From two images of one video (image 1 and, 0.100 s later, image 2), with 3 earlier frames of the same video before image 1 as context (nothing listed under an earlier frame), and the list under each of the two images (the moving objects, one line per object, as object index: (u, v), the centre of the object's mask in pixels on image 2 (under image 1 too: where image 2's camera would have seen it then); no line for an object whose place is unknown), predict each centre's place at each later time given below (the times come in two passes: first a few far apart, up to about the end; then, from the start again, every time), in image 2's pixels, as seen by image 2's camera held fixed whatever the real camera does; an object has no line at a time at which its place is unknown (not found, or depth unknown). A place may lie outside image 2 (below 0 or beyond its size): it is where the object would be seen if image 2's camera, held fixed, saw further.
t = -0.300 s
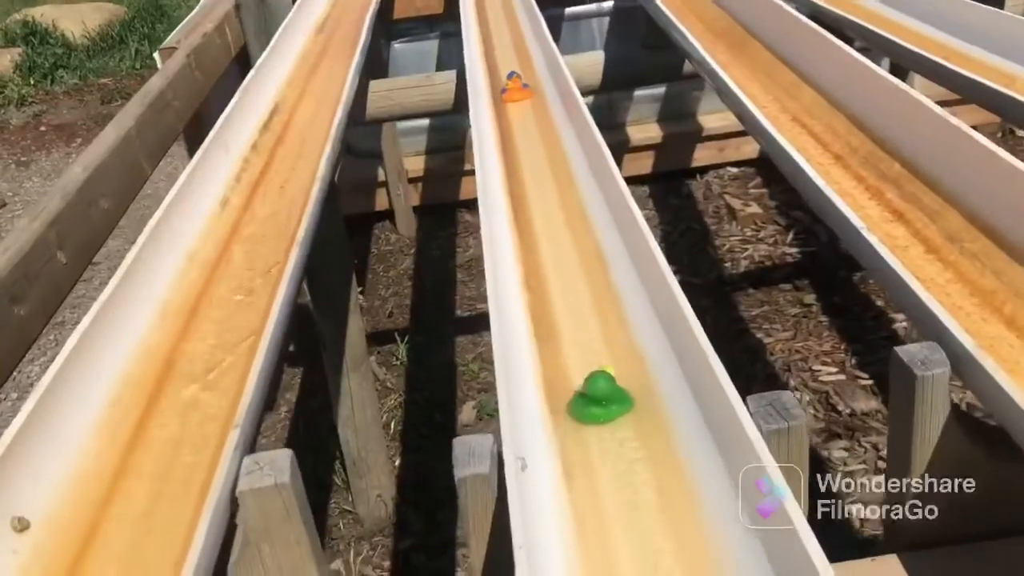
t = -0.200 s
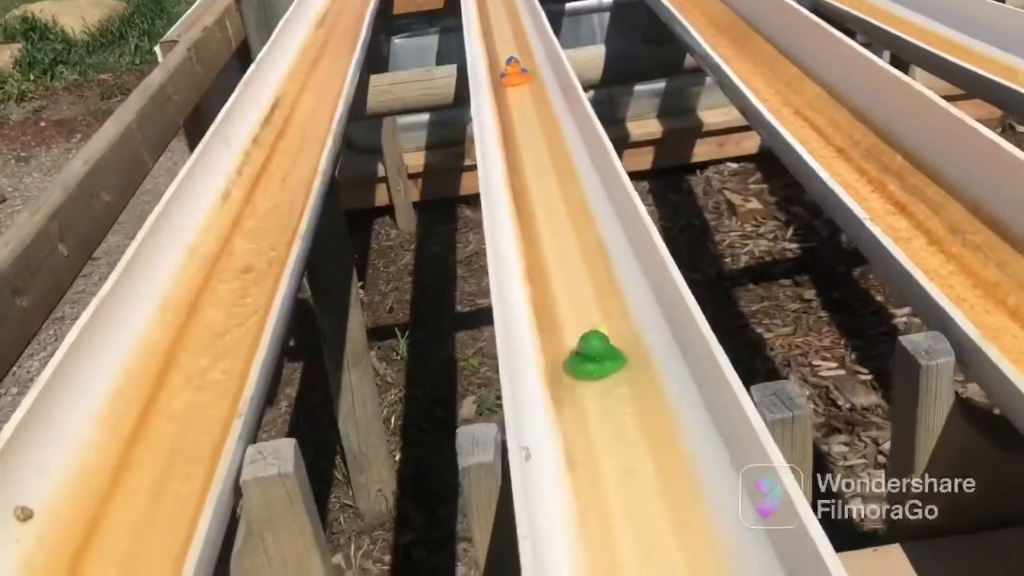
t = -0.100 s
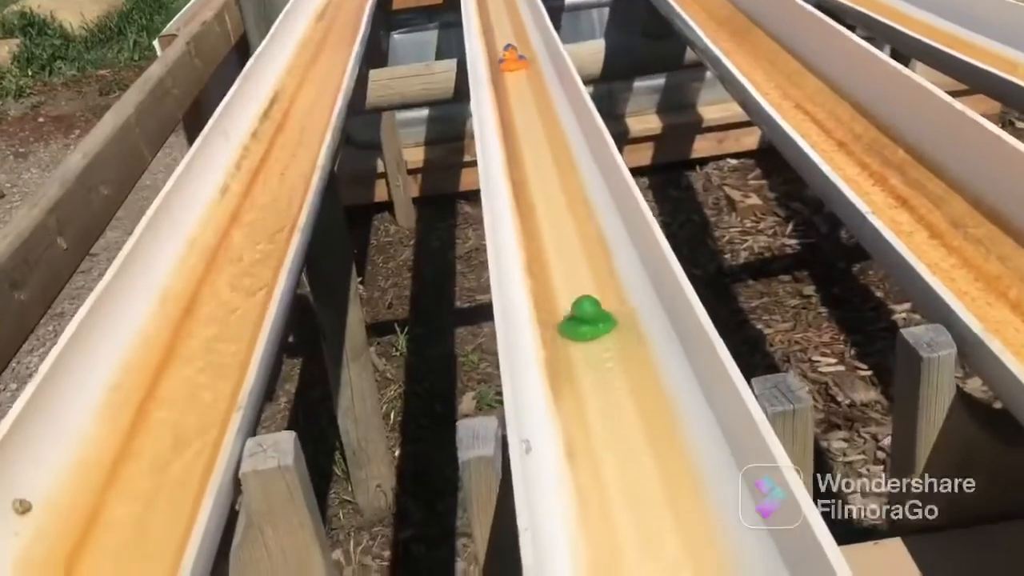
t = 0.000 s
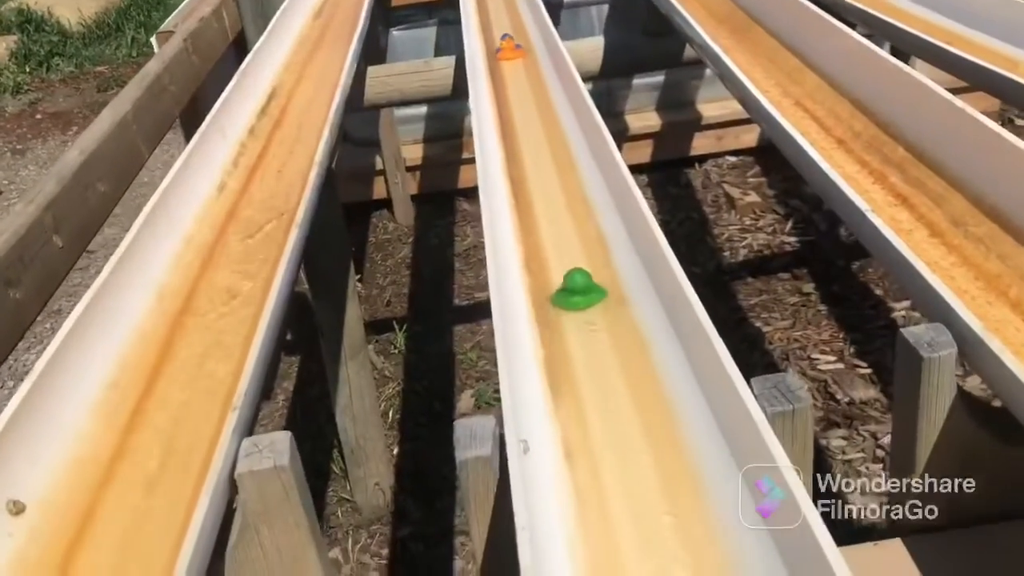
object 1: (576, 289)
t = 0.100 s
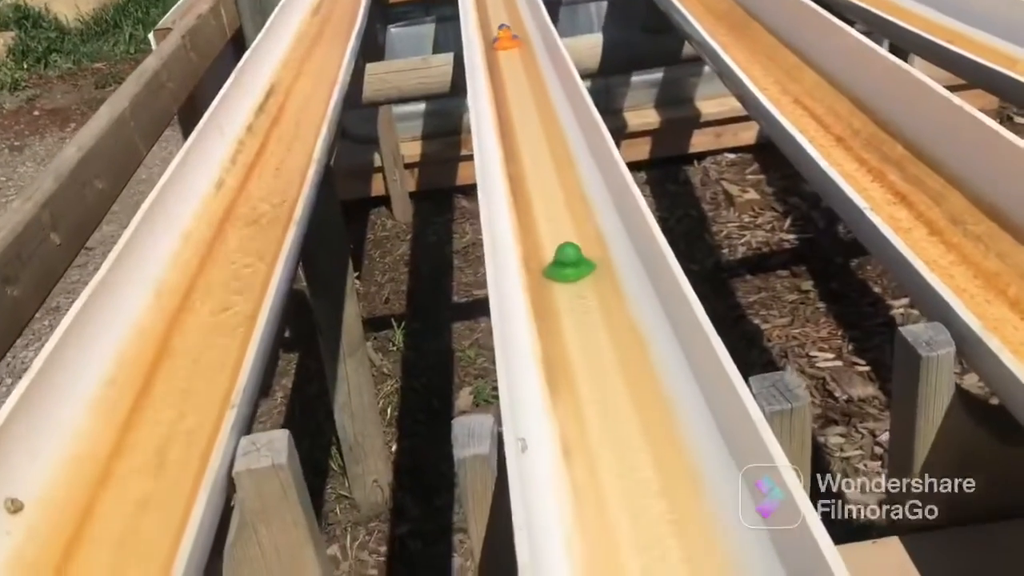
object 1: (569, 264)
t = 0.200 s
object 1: (562, 241)
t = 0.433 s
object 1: (549, 197)
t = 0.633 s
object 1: (541, 165)
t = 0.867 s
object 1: (532, 134)
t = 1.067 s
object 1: (525, 111)
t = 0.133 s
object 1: (566, 257)
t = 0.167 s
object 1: (564, 249)
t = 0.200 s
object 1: (562, 241)
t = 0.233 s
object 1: (559, 234)
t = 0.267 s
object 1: (557, 227)
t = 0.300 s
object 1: (555, 221)
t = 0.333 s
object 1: (553, 215)
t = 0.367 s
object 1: (552, 209)
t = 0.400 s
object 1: (550, 202)
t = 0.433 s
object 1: (549, 197)
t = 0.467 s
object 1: (547, 191)
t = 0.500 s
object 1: (546, 185)
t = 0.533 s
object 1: (544, 180)
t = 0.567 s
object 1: (543, 175)
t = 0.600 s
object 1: (542, 170)
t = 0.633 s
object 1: (541, 165)
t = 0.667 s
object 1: (540, 160)
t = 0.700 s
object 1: (538, 156)
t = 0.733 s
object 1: (536, 152)
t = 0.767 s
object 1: (535, 147)
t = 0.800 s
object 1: (534, 143)
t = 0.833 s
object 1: (533, 138)
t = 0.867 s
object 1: (532, 134)
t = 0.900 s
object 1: (530, 130)
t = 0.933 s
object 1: (530, 126)
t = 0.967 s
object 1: (528, 122)
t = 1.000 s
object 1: (527, 119)
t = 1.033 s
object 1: (526, 115)
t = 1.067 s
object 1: (525, 111)
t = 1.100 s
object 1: (524, 107)
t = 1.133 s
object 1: (524, 103)
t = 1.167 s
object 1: (522, 100)
